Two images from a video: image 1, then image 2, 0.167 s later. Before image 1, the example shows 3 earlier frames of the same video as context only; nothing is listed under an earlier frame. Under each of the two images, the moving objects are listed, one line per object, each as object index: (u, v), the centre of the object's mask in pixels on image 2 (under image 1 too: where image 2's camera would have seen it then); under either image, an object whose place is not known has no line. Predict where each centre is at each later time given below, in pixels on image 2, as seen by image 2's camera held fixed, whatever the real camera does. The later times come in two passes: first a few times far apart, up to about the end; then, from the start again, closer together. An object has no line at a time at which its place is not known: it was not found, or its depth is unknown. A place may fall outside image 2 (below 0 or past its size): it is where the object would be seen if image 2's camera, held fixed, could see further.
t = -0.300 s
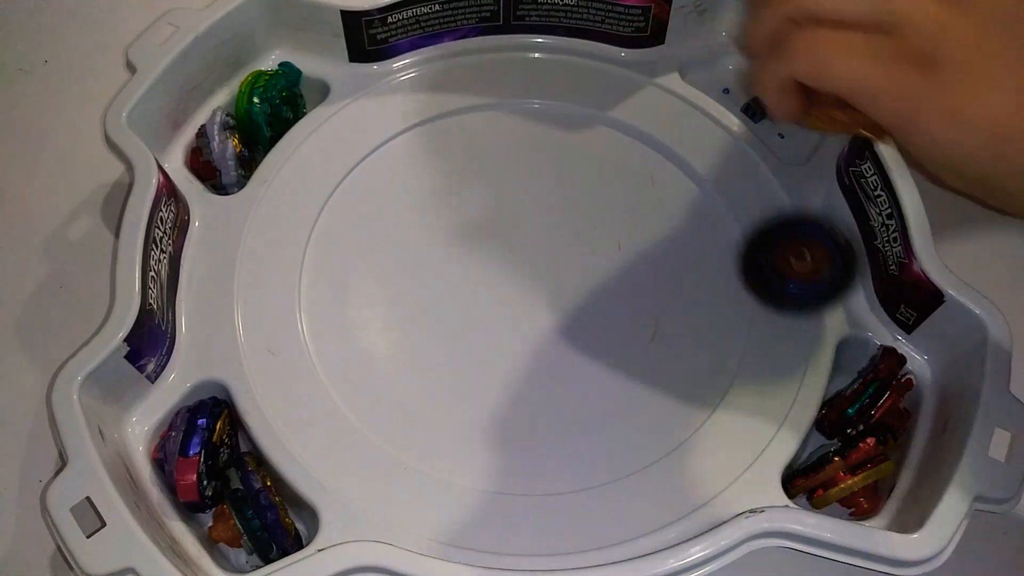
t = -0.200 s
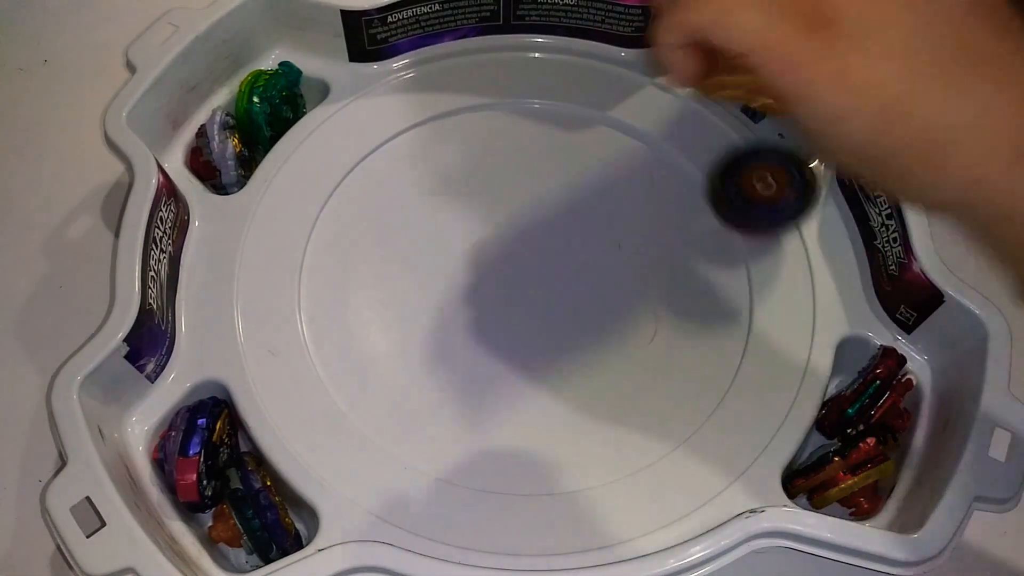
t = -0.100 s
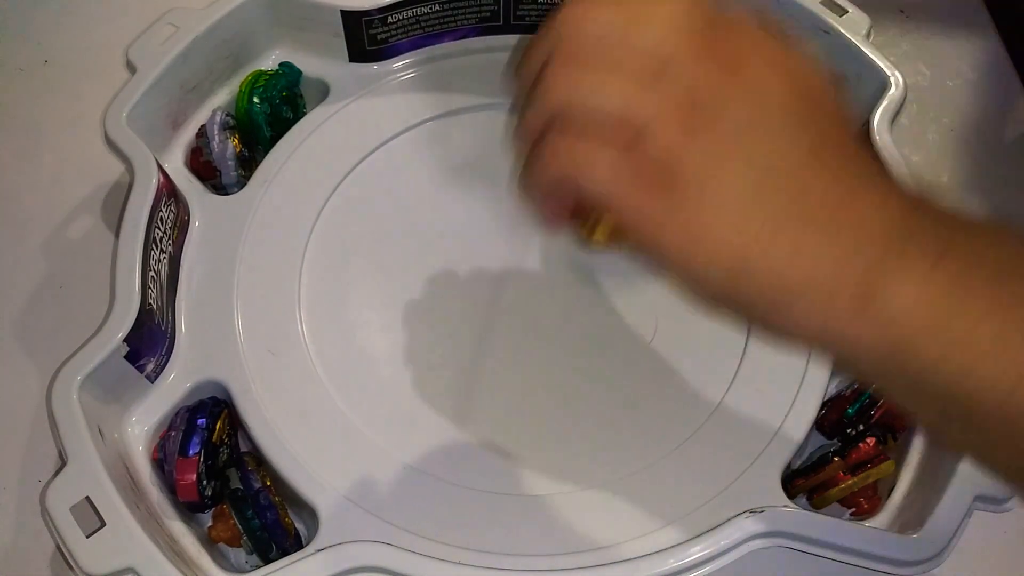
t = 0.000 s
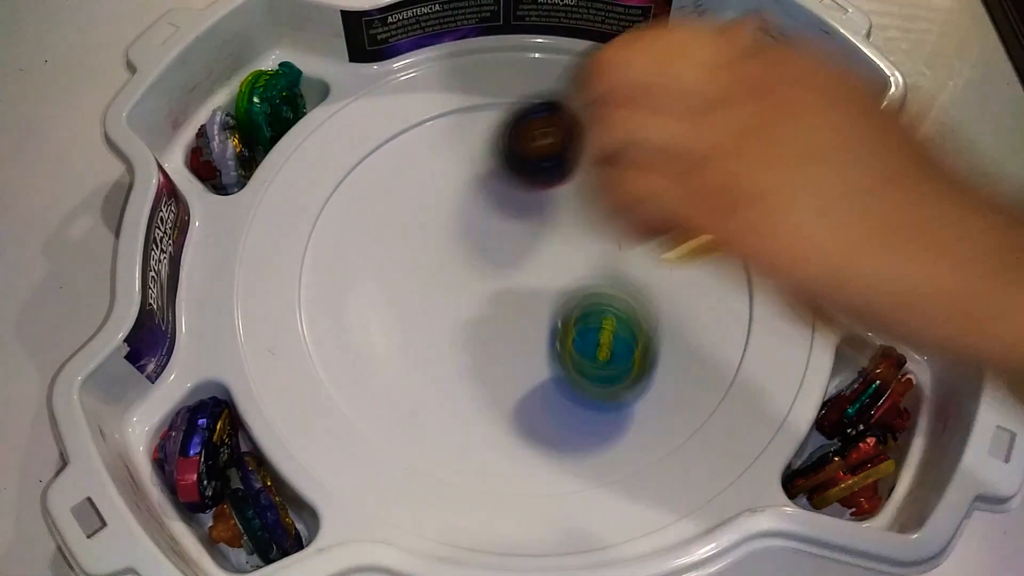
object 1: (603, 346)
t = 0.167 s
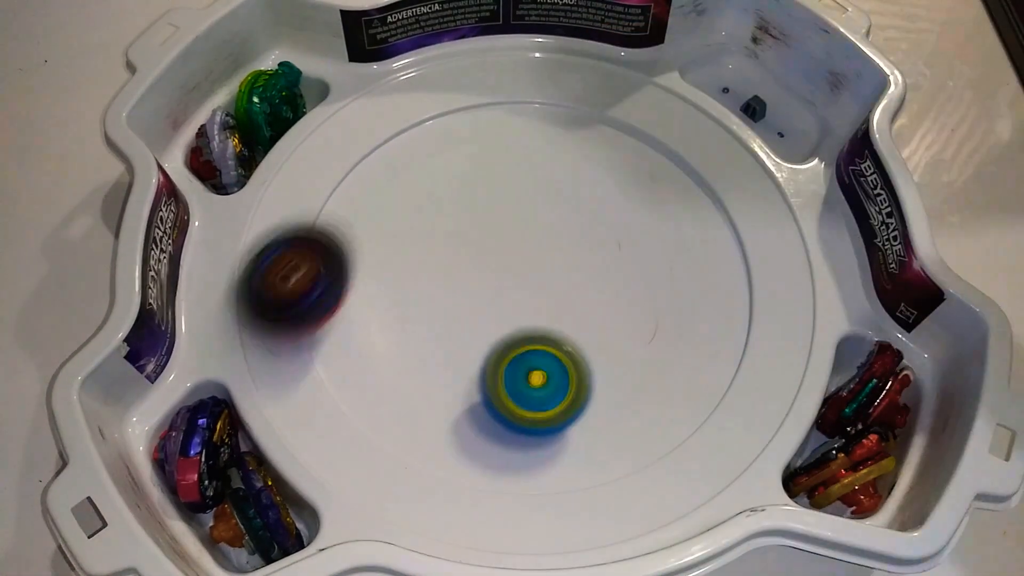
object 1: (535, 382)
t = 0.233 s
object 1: (515, 367)
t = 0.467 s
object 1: (549, 240)
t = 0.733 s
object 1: (443, 138)
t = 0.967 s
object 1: (330, 358)
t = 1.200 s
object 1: (742, 332)
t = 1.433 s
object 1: (419, 111)
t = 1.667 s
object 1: (741, 255)
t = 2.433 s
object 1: (638, 171)
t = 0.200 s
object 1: (523, 376)
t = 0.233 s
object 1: (515, 367)
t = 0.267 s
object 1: (512, 354)
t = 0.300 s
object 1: (512, 341)
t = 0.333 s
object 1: (516, 324)
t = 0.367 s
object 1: (524, 305)
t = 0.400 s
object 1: (534, 286)
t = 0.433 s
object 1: (543, 264)
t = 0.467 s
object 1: (549, 240)
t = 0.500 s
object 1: (550, 217)
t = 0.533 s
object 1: (546, 195)
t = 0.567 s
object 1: (539, 176)
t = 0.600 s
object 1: (526, 159)
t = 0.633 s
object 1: (510, 147)
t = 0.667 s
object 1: (490, 139)
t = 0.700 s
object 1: (468, 136)
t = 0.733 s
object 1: (443, 138)
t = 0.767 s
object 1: (416, 147)
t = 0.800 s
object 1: (387, 163)
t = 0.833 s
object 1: (361, 186)
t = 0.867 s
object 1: (334, 217)
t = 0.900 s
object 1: (313, 259)
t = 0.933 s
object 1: (306, 308)
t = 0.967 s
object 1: (330, 358)
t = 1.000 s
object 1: (375, 406)
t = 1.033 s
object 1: (433, 447)
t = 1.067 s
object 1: (509, 468)
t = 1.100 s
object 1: (584, 462)
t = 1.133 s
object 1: (653, 433)
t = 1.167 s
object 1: (706, 389)
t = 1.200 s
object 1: (742, 332)
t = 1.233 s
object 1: (751, 272)
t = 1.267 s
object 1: (734, 216)
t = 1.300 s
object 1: (699, 163)
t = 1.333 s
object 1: (648, 118)
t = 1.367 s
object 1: (579, 93)
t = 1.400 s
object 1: (501, 86)
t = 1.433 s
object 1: (419, 111)
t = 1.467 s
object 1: (347, 166)
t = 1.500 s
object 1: (307, 263)
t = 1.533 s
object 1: (349, 384)
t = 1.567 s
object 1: (472, 458)
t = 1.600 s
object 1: (622, 448)
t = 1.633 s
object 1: (720, 361)
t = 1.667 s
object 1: (741, 255)
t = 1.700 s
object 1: (689, 158)
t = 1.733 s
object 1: (581, 97)
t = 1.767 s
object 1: (441, 105)
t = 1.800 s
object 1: (358, 180)
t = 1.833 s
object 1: (384, 237)
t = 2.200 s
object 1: (752, 335)
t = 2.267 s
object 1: (750, 286)
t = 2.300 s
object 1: (739, 261)
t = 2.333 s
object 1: (724, 234)
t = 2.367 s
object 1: (701, 213)
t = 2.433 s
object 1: (638, 171)
